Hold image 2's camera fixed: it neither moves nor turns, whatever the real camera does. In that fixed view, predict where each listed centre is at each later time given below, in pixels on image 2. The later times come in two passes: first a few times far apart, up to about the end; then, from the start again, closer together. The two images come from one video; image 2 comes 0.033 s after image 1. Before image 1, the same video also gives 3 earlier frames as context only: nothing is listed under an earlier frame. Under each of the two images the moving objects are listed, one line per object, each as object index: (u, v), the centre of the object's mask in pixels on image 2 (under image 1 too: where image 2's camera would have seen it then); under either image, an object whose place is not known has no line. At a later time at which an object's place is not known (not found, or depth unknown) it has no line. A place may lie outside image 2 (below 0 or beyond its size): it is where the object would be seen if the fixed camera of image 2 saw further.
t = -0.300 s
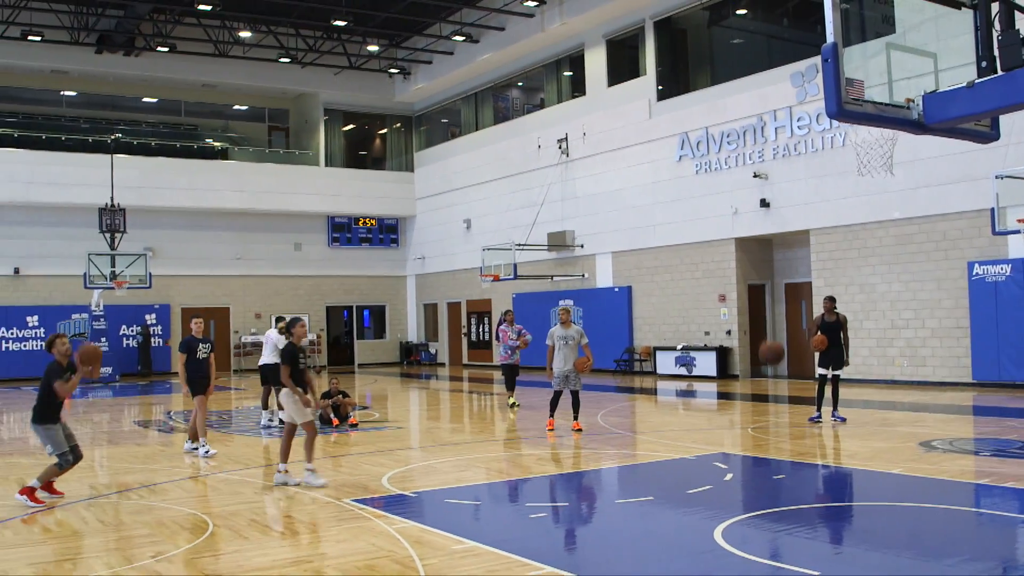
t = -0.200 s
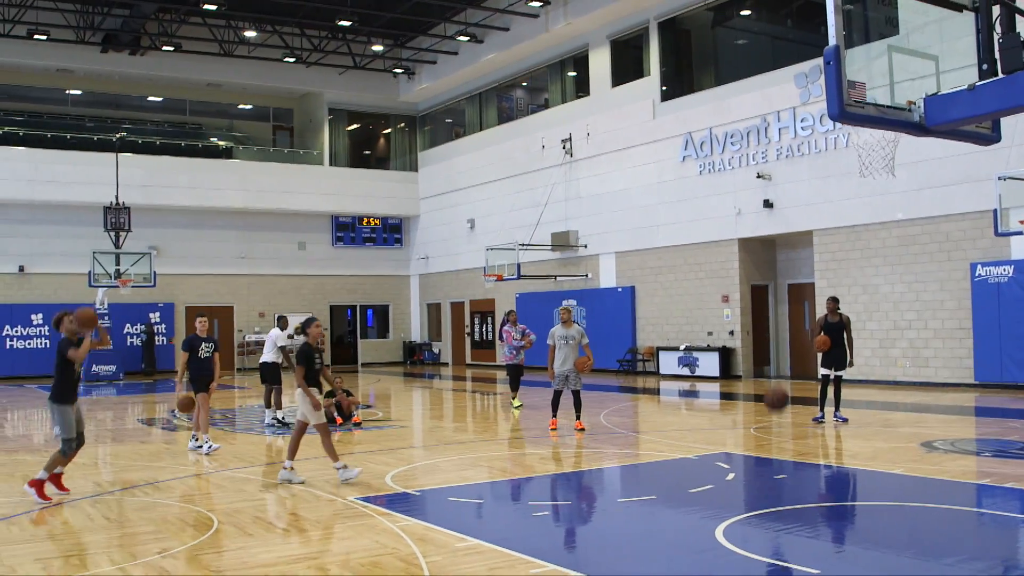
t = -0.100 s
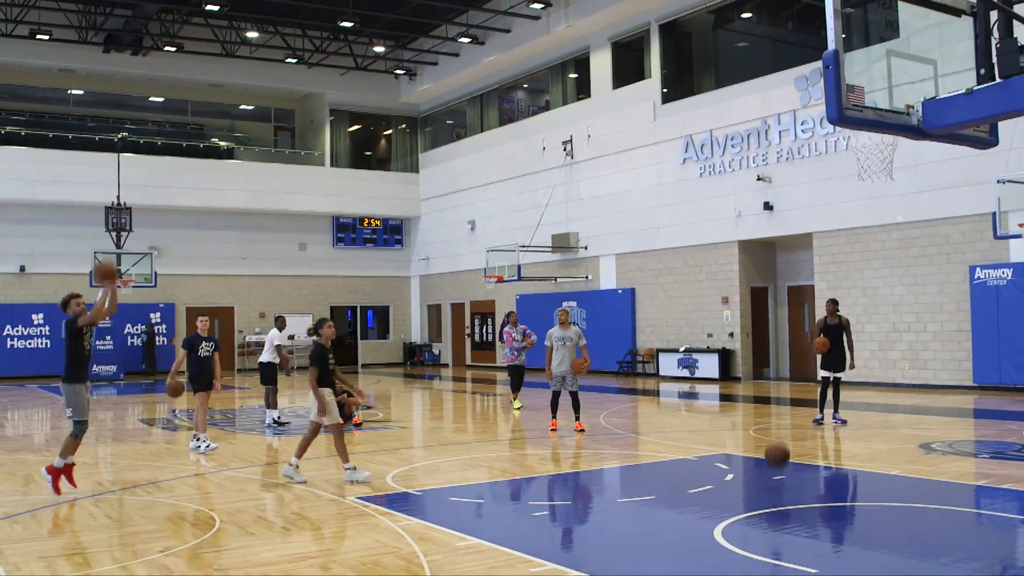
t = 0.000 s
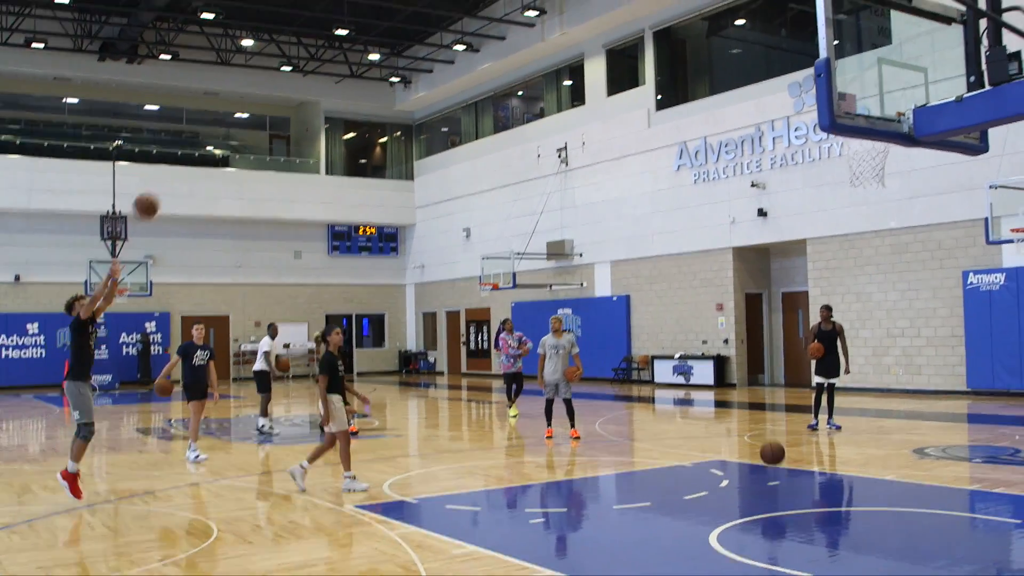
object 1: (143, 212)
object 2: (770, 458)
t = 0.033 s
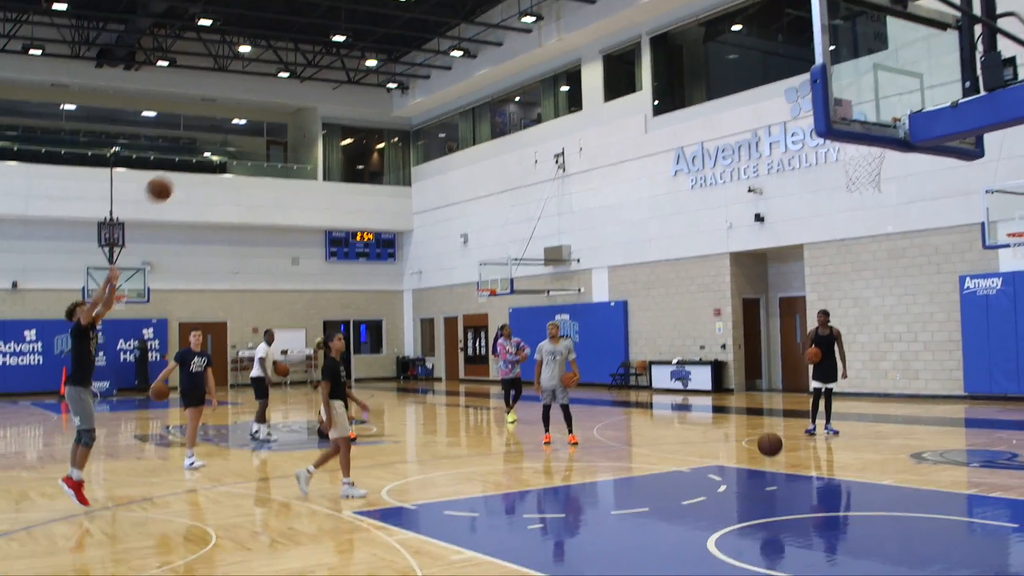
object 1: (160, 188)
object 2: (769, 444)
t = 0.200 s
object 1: (241, 91)
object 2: (768, 392)
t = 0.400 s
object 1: (339, 5)
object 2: (766, 368)
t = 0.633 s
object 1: (459, -45)
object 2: (765, 387)
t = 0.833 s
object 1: (567, -39)
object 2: (766, 445)
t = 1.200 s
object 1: (773, 98)
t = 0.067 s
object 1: (175, 166)
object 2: (769, 431)
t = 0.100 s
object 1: (190, 146)
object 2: (769, 420)
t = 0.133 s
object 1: (207, 127)
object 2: (769, 409)
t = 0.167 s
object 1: (224, 109)
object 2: (769, 401)
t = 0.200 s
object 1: (241, 91)
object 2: (768, 392)
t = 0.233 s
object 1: (257, 74)
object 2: (768, 386)
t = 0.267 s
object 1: (275, 57)
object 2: (767, 380)
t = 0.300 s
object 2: (767, 375)
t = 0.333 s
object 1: (306, 29)
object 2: (766, 372)
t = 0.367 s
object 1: (322, 17)
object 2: (766, 369)
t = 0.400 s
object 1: (339, 5)
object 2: (766, 368)
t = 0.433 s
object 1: (357, -6)
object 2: (766, 367)
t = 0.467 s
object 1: (372, -15)
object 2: (766, 368)
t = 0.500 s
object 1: (389, -23)
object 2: (765, 370)
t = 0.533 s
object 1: (407, -31)
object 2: (765, 373)
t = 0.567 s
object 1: (424, -37)
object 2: (765, 377)
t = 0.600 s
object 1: (442, -41)
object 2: (765, 381)
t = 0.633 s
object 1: (459, -45)
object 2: (765, 387)
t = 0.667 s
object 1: (476, -45)
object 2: (764, 394)
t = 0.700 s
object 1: (495, -46)
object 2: (764, 403)
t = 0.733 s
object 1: (513, -47)
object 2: (765, 412)
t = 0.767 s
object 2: (765, 421)
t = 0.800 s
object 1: (550, -43)
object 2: (765, 433)
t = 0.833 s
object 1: (567, -39)
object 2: (766, 445)
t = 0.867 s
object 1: (587, -32)
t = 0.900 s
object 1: (605, -27)
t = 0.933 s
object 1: (623, -15)
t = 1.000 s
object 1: (661, 4)
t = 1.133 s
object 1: (739, 62)
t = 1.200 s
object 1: (773, 98)
